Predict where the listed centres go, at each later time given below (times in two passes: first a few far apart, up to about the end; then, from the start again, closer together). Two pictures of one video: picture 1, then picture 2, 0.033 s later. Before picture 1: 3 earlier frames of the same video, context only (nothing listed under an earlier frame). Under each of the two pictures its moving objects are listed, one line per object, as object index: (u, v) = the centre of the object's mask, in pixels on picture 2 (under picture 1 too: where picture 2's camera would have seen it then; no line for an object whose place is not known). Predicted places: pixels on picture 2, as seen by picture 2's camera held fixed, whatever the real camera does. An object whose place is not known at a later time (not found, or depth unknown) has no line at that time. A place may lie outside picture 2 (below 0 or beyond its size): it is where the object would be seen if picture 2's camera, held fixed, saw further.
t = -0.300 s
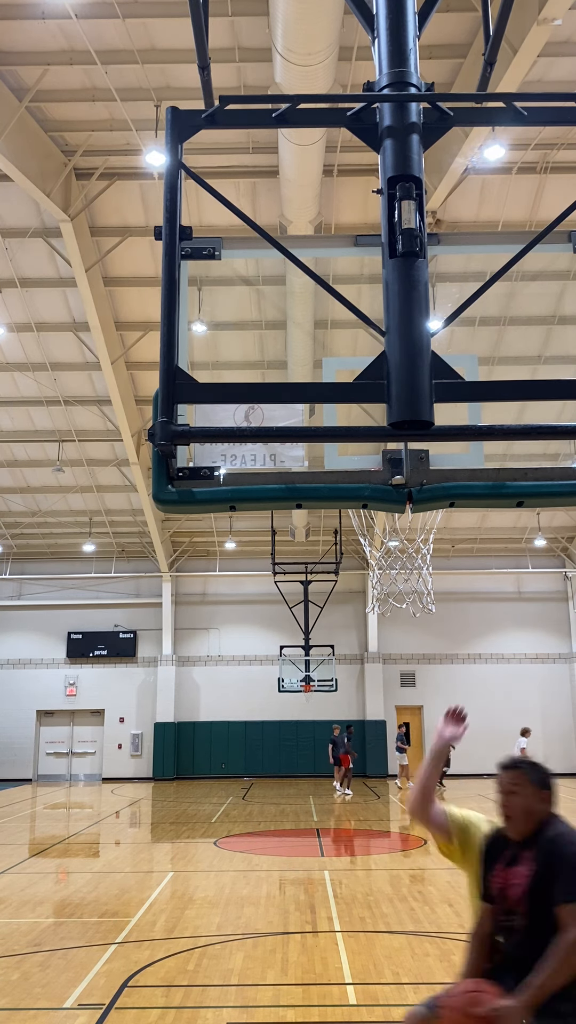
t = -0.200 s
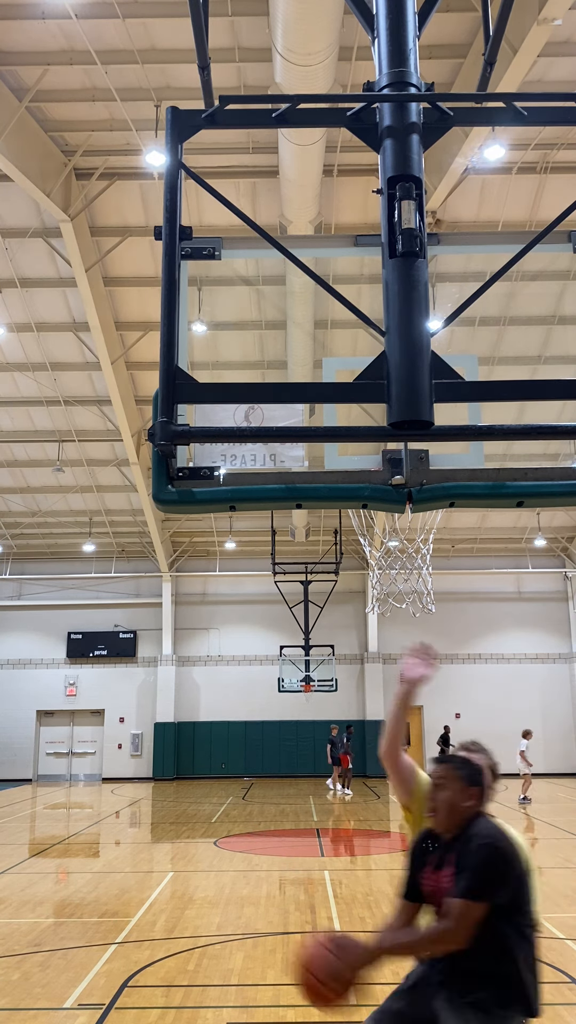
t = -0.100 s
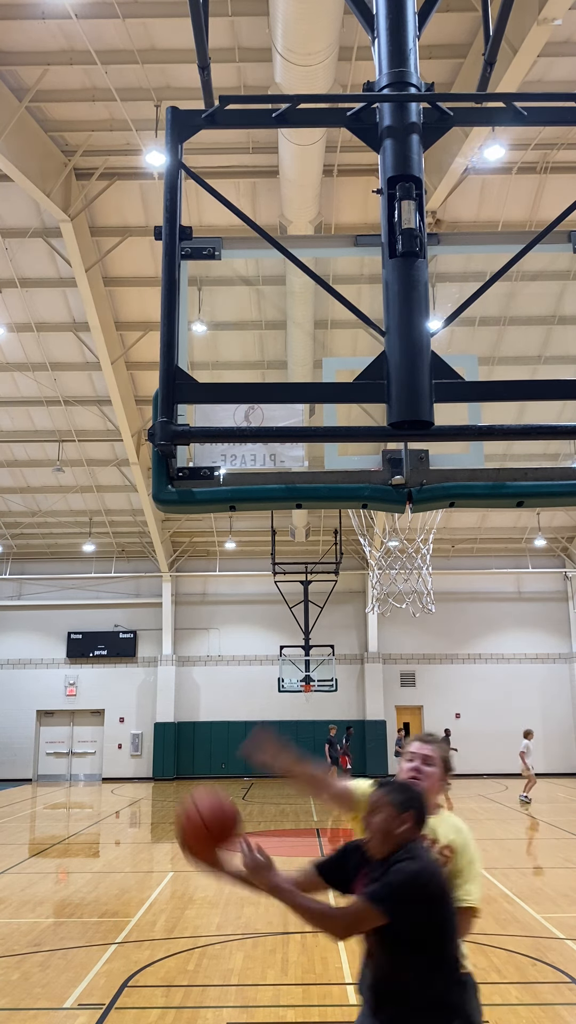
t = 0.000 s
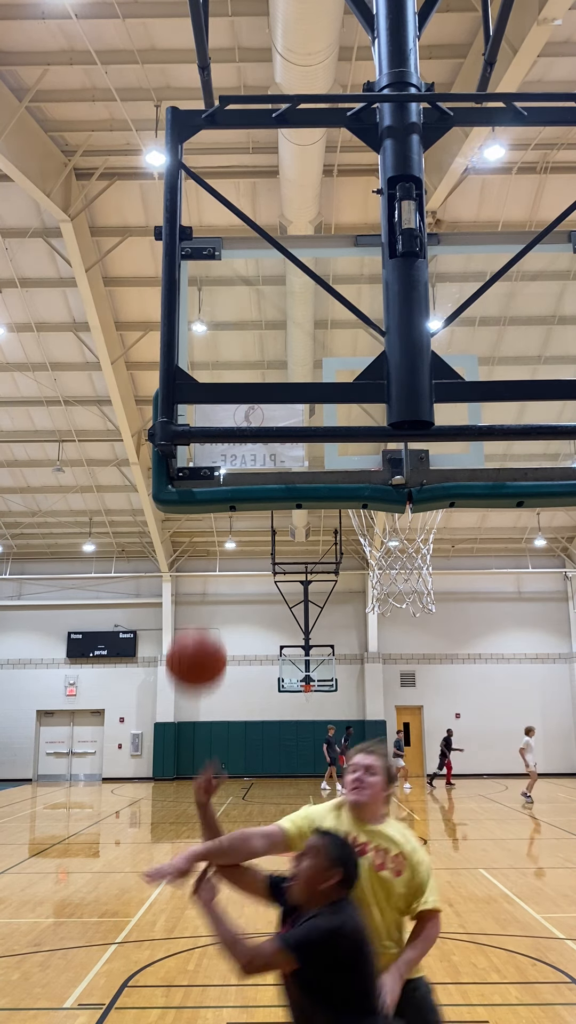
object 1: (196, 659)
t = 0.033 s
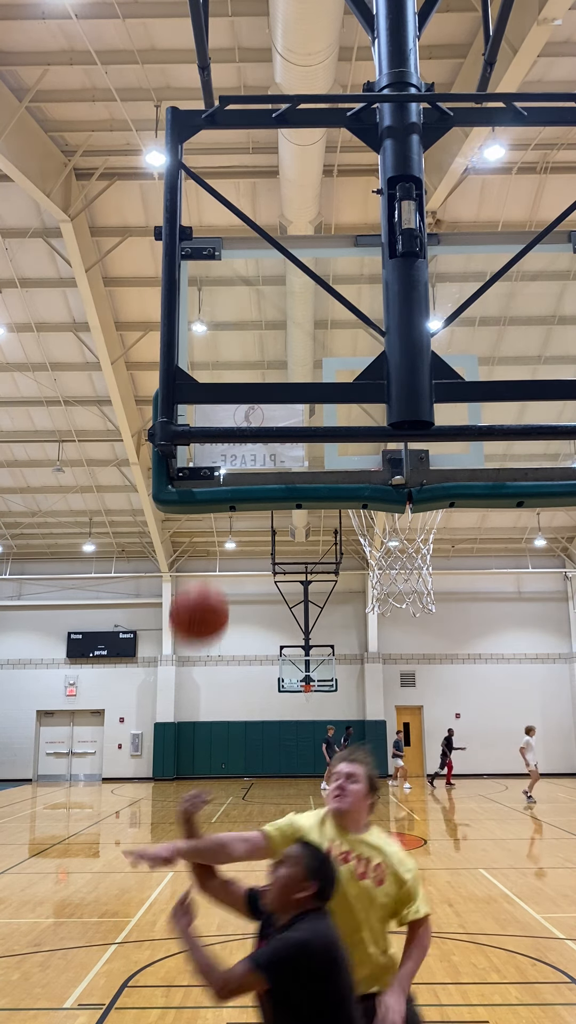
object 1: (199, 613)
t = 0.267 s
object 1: (213, 373)
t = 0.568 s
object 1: (224, 297)
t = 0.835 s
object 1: (234, 365)
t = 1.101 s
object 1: (245, 598)
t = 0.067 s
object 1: (201, 570)
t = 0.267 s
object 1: (213, 373)
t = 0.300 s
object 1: (214, 364)
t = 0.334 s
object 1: (215, 351)
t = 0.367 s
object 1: (216, 337)
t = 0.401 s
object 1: (218, 324)
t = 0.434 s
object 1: (219, 314)
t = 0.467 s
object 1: (221, 306)
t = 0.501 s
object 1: (222, 301)
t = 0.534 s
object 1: (223, 298)
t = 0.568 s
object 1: (224, 297)
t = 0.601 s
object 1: (225, 298)
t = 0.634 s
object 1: (227, 301)
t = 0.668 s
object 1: (228, 307)
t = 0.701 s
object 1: (229, 315)
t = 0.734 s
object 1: (230, 325)
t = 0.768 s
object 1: (232, 338)
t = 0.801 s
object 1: (233, 352)
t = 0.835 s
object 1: (234, 365)
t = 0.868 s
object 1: (235, 374)
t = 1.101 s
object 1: (245, 598)
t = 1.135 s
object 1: (247, 636)
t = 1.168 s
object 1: (248, 683)
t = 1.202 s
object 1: (251, 734)
